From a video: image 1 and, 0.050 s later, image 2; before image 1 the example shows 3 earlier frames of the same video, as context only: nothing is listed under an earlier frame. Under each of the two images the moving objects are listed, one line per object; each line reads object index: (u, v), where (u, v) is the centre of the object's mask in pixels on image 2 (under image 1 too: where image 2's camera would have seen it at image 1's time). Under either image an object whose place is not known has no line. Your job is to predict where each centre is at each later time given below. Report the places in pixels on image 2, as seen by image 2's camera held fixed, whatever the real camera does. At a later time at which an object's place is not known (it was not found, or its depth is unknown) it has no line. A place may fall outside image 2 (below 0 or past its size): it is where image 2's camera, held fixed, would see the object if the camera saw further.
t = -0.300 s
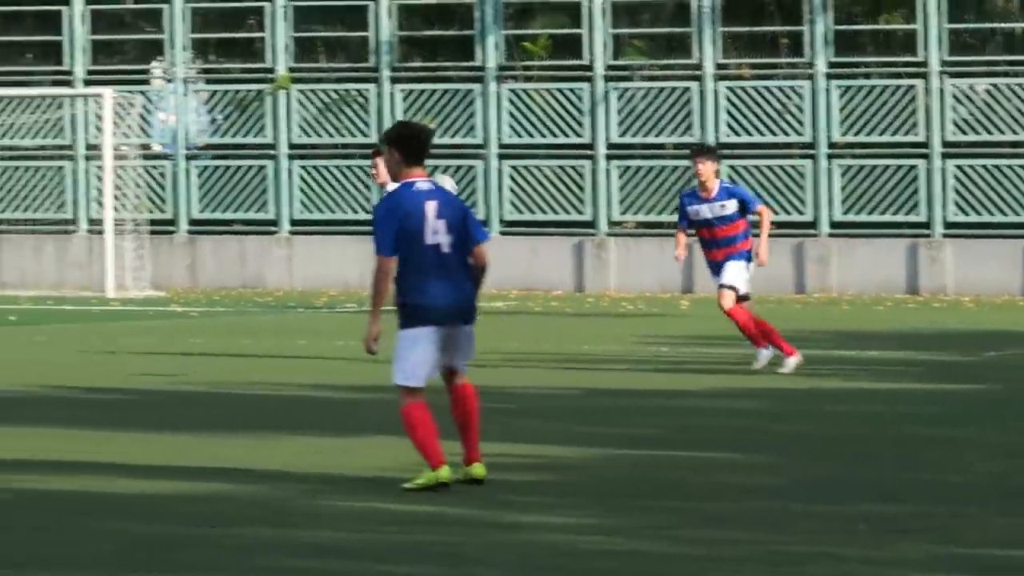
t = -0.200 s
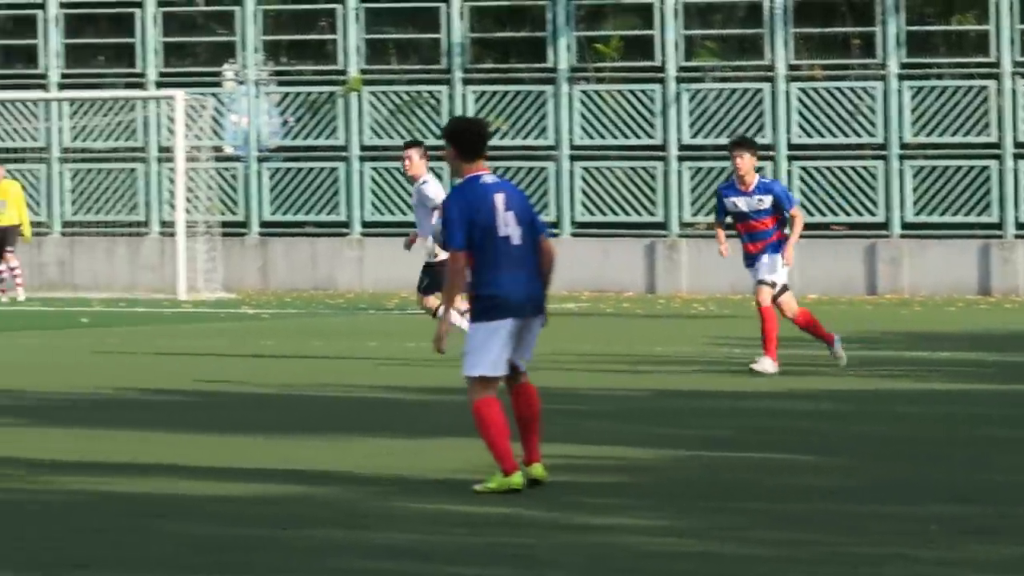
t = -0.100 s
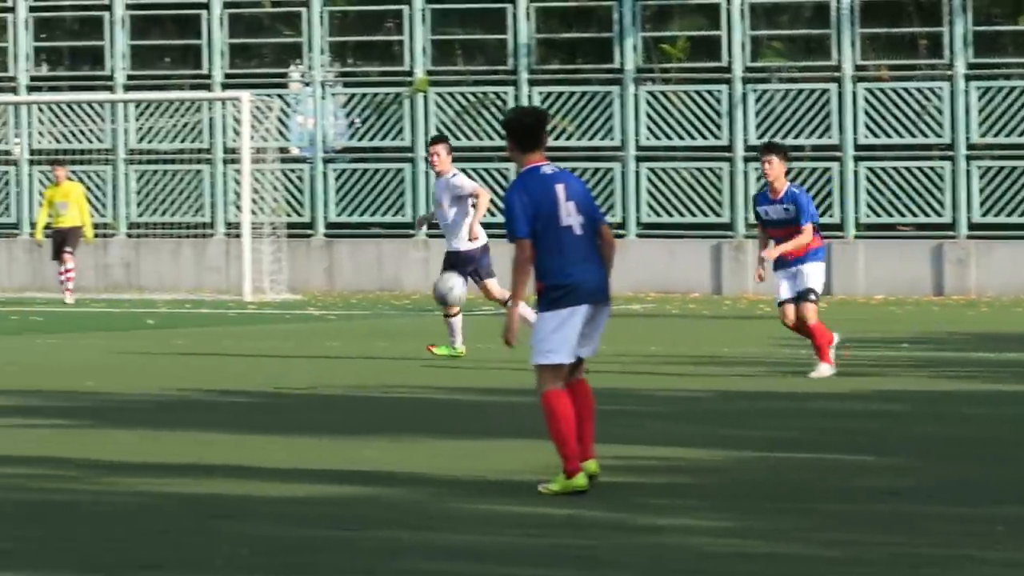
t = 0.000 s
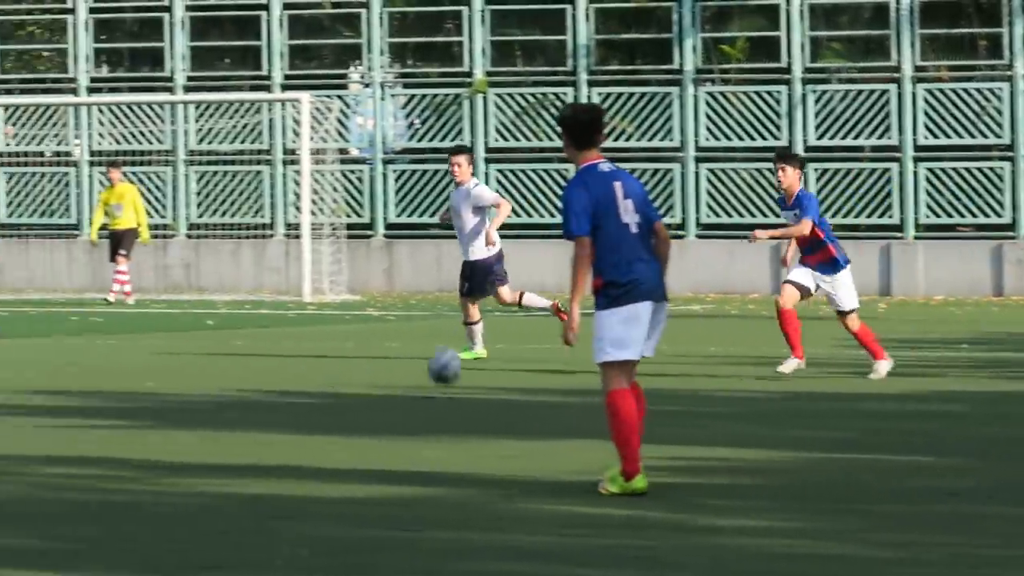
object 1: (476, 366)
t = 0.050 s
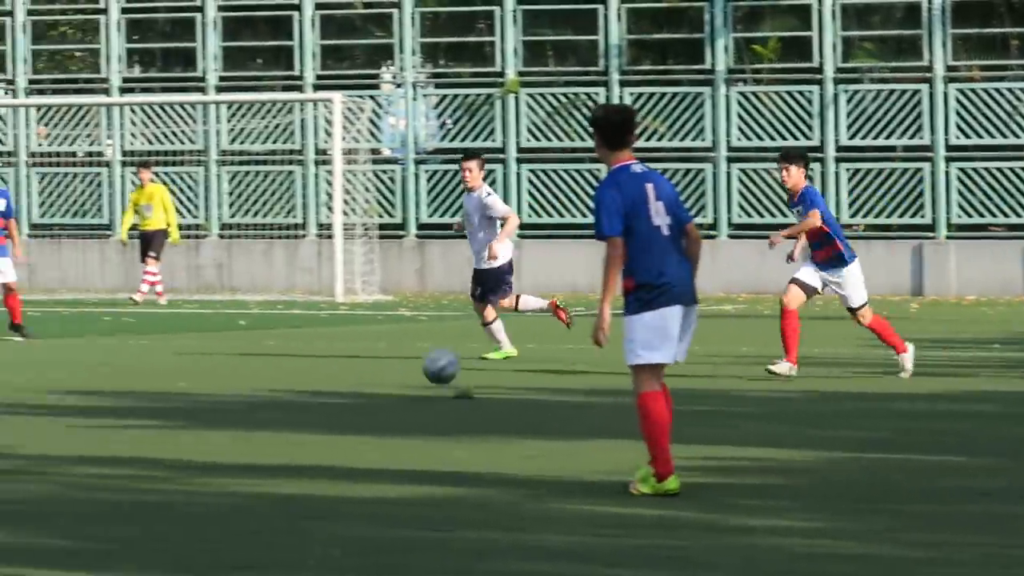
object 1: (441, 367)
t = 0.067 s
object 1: (428, 357)
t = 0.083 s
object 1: (415, 349)
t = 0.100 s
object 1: (401, 339)
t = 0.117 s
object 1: (388, 330)
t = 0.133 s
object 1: (376, 323)
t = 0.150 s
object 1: (362, 315)
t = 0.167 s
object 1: (349, 309)
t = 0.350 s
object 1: (197, 254)
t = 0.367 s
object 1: (185, 253)
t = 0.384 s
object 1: (172, 252)
